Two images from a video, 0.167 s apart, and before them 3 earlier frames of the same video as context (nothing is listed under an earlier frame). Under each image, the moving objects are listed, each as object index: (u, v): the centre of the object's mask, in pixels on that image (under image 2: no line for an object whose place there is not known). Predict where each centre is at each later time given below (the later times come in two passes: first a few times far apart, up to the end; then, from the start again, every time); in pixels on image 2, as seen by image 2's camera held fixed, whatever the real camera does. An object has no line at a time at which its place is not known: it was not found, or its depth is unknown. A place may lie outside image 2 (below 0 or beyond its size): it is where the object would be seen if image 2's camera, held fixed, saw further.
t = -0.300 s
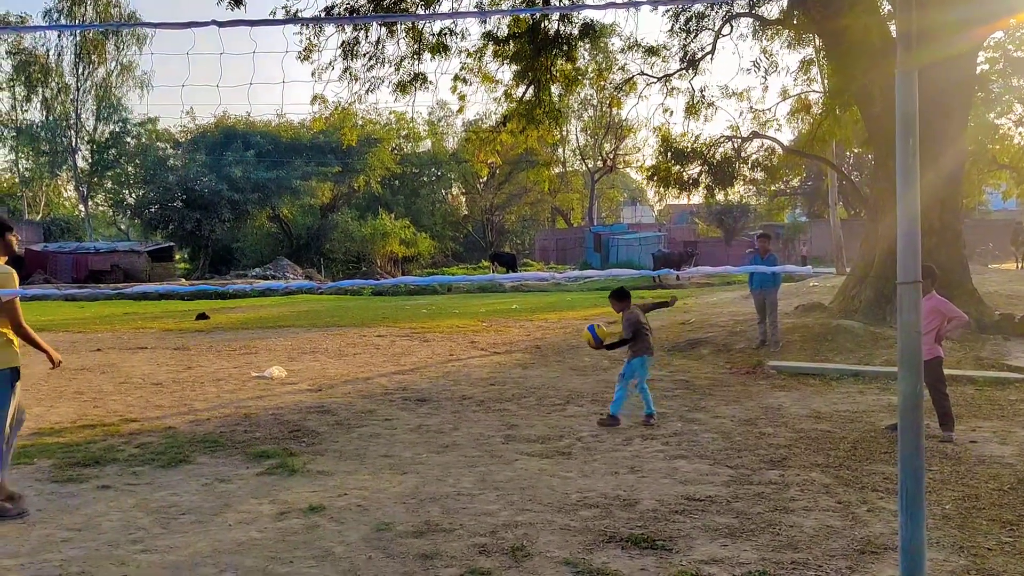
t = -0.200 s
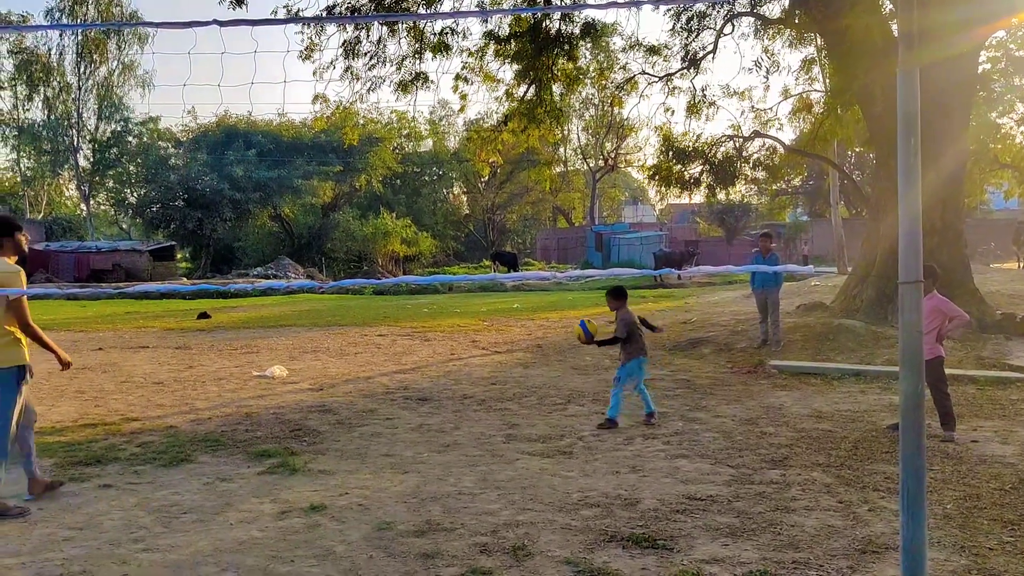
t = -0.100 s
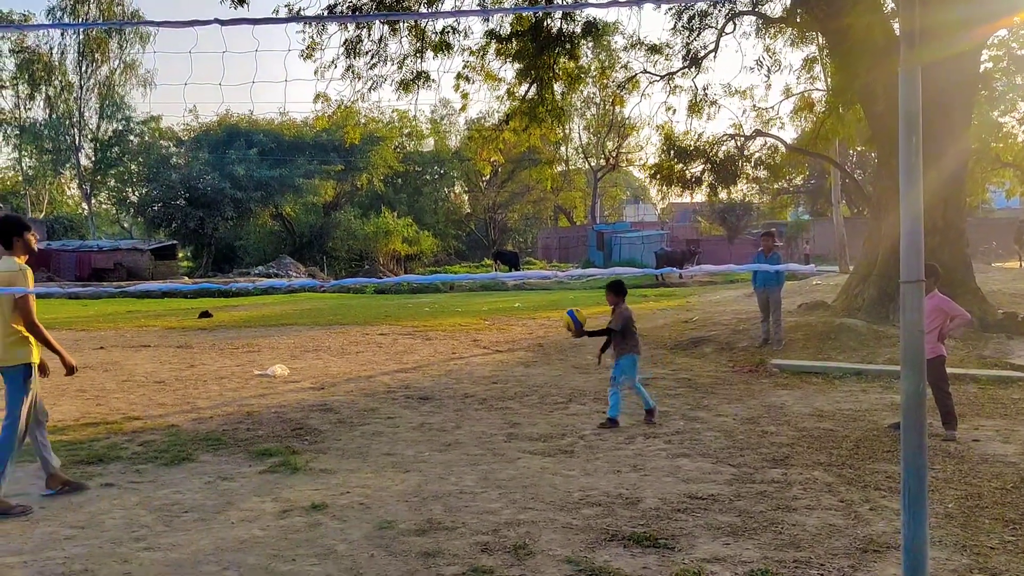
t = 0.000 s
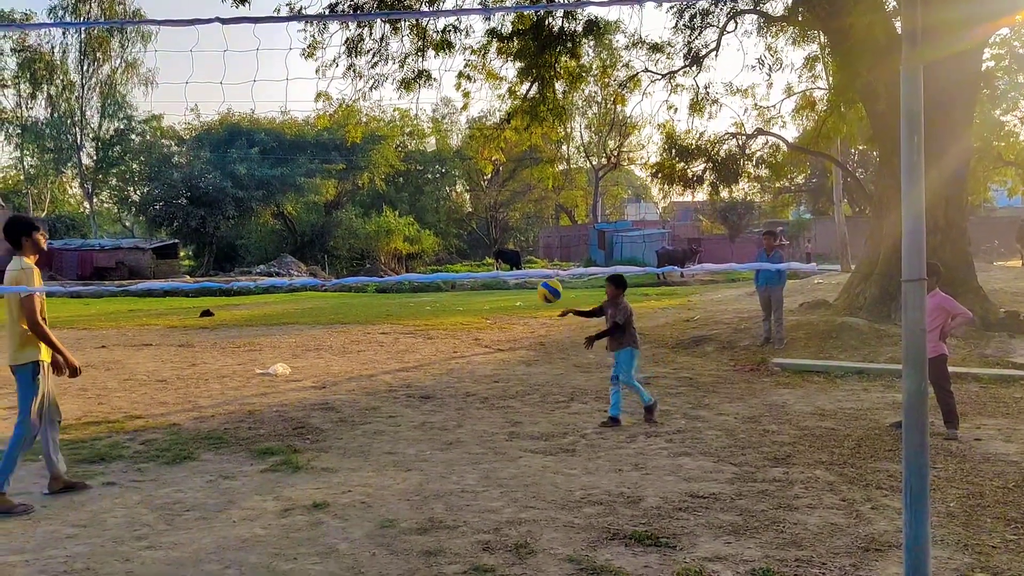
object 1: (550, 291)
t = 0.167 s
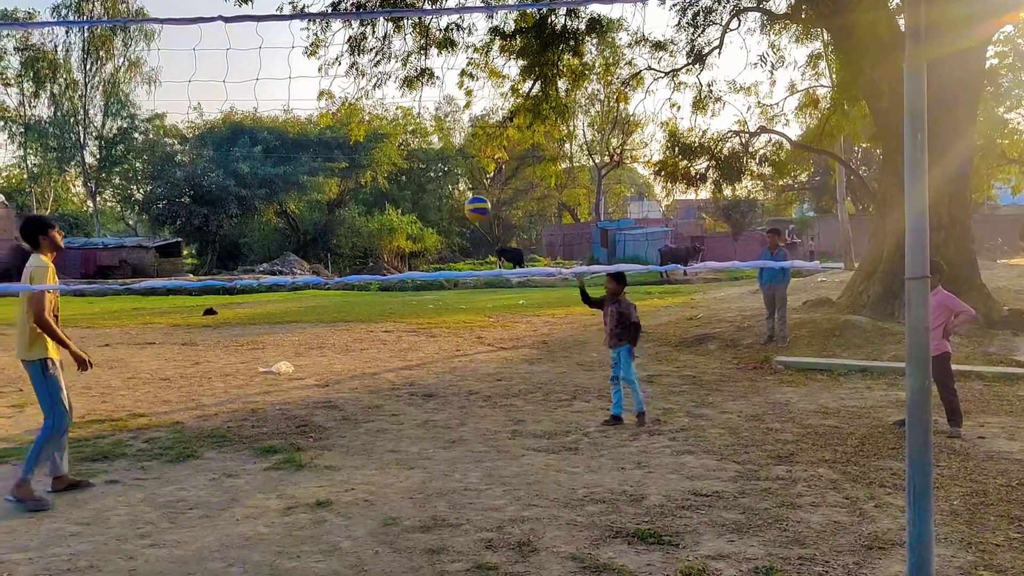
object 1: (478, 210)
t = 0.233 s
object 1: (445, 185)
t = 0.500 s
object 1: (302, 132)
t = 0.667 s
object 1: (202, 150)
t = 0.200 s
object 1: (462, 197)
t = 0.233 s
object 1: (445, 185)
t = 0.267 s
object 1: (428, 173)
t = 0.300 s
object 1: (412, 164)
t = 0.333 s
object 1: (395, 155)
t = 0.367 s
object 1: (376, 148)
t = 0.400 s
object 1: (359, 141)
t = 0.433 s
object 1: (340, 137)
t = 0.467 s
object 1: (321, 134)
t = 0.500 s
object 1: (302, 132)
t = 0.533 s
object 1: (283, 133)
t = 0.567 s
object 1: (263, 135)
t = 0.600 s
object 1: (243, 138)
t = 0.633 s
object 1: (222, 143)
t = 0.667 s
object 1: (202, 150)
